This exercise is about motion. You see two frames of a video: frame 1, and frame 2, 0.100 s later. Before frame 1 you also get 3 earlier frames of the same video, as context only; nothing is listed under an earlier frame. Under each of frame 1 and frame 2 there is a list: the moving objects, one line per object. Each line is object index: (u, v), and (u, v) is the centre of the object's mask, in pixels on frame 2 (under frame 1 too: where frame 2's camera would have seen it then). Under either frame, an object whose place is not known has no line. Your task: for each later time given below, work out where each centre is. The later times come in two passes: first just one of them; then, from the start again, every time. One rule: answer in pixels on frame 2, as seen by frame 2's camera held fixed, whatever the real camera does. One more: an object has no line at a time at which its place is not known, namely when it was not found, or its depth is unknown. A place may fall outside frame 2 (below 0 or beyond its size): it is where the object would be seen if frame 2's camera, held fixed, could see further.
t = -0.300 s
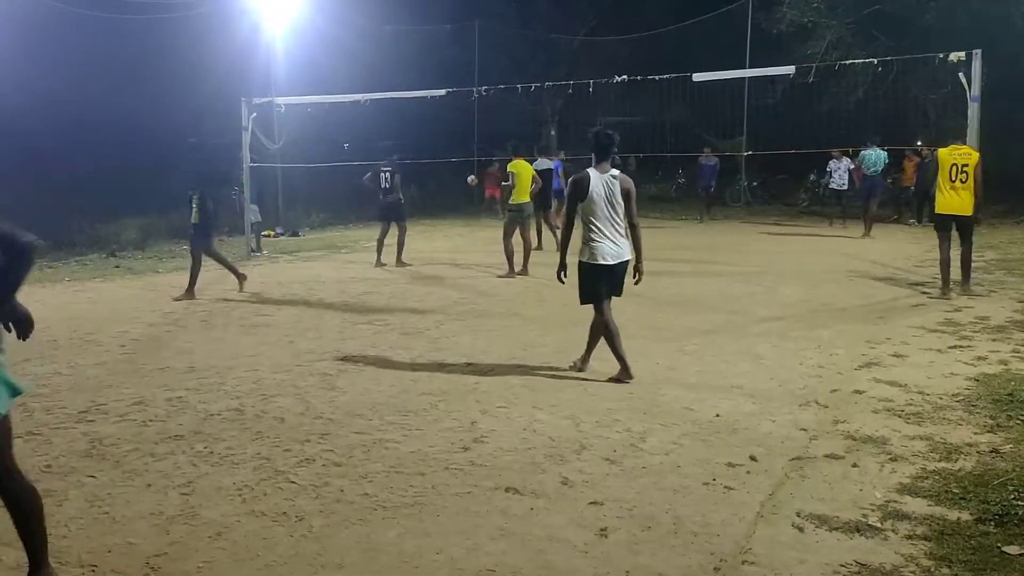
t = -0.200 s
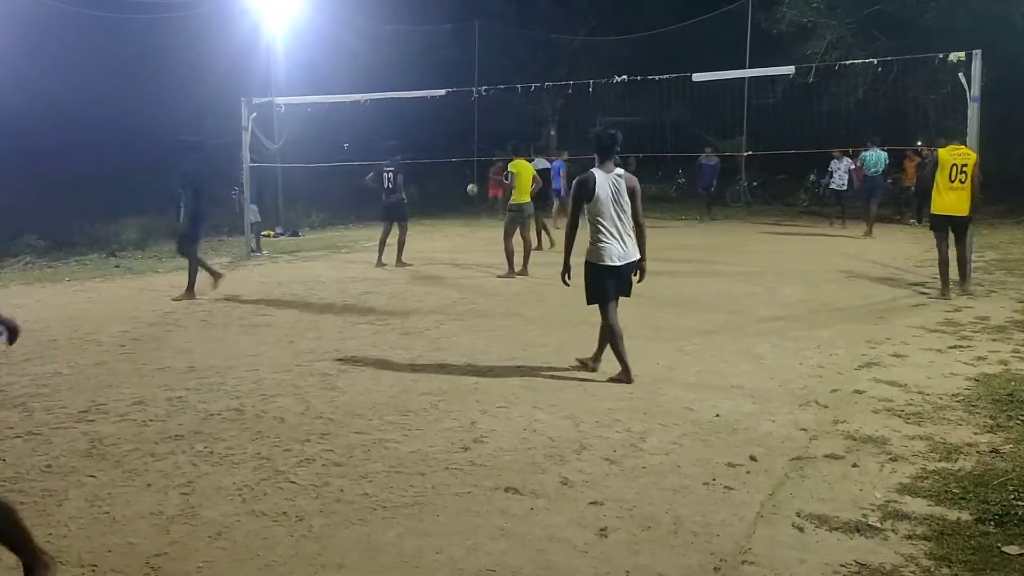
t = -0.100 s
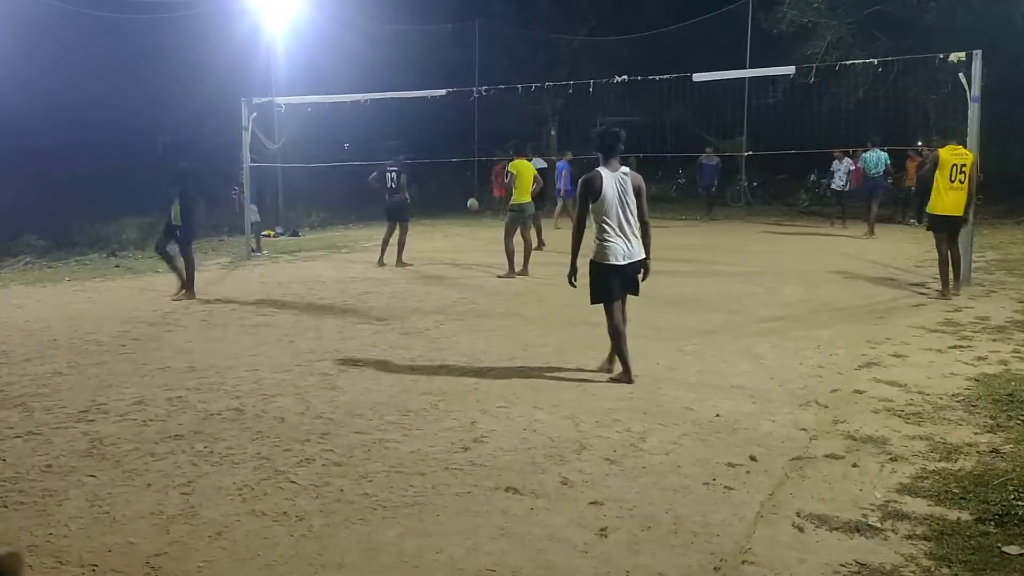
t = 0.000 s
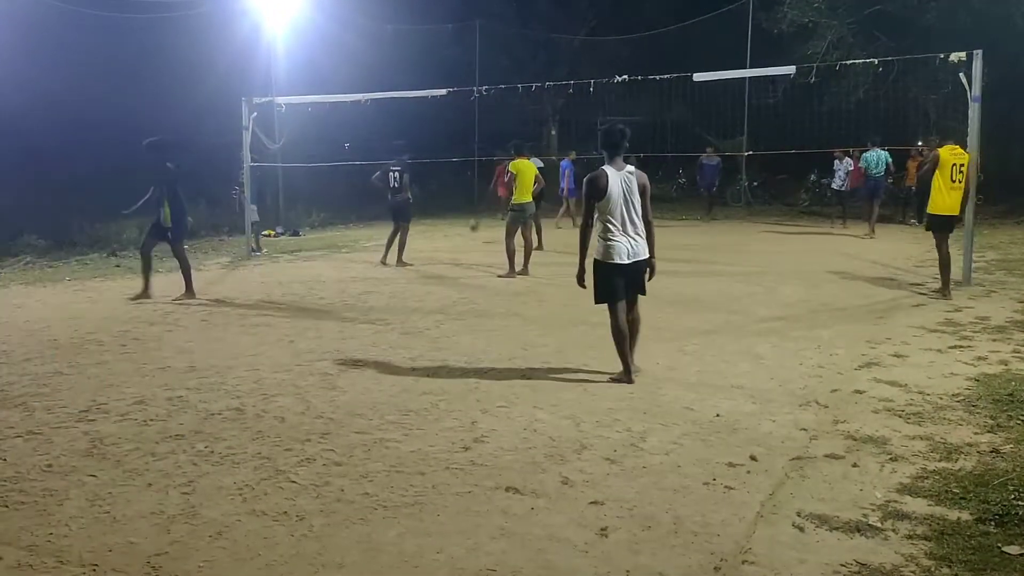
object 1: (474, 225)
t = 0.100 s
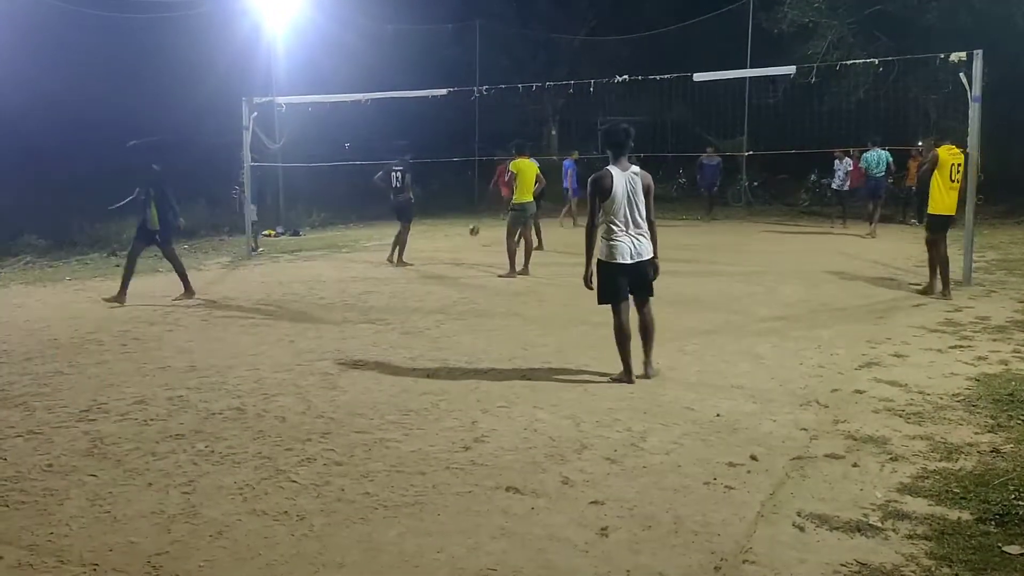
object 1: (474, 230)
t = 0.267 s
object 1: (472, 207)
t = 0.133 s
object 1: (474, 224)
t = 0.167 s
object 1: (473, 219)
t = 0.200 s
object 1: (473, 214)
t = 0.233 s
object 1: (473, 210)
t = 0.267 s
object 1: (472, 207)
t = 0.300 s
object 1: (473, 205)
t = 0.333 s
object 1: (473, 203)
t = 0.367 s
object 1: (473, 202)
